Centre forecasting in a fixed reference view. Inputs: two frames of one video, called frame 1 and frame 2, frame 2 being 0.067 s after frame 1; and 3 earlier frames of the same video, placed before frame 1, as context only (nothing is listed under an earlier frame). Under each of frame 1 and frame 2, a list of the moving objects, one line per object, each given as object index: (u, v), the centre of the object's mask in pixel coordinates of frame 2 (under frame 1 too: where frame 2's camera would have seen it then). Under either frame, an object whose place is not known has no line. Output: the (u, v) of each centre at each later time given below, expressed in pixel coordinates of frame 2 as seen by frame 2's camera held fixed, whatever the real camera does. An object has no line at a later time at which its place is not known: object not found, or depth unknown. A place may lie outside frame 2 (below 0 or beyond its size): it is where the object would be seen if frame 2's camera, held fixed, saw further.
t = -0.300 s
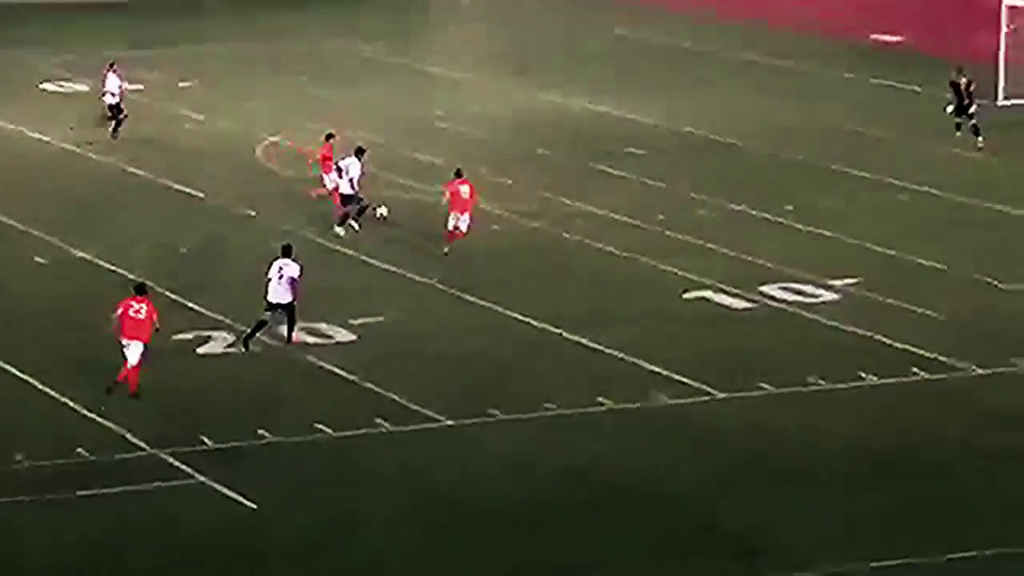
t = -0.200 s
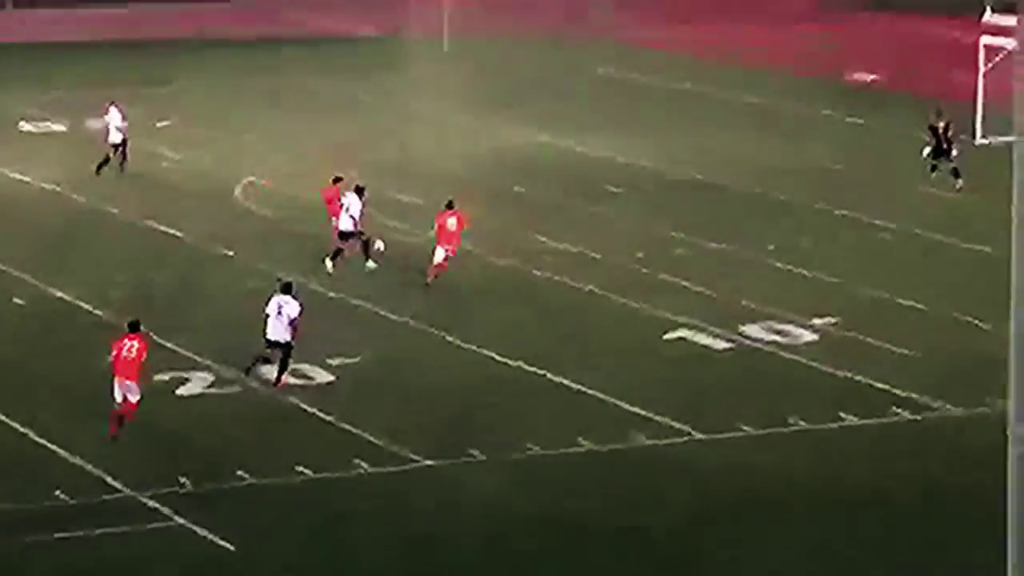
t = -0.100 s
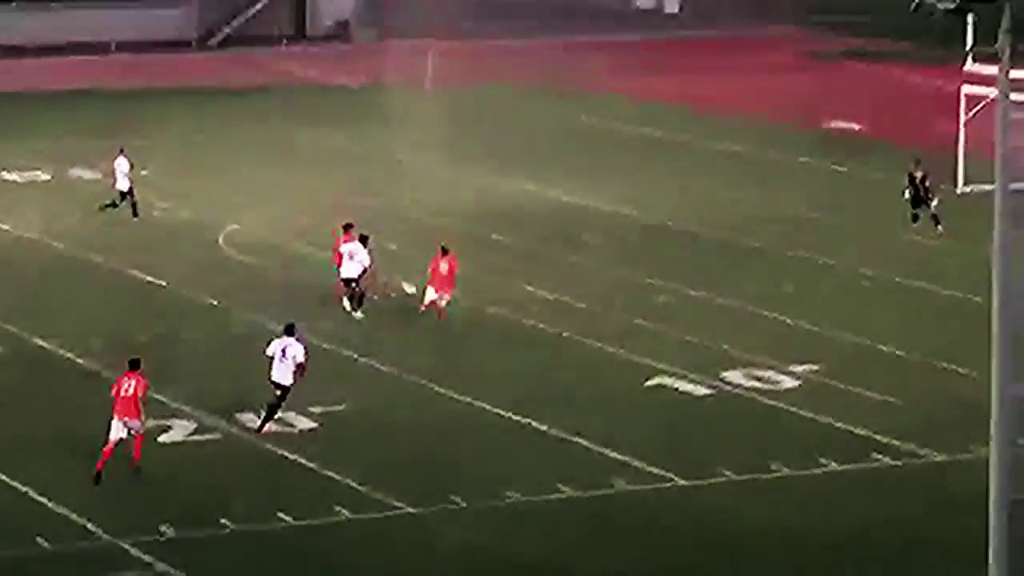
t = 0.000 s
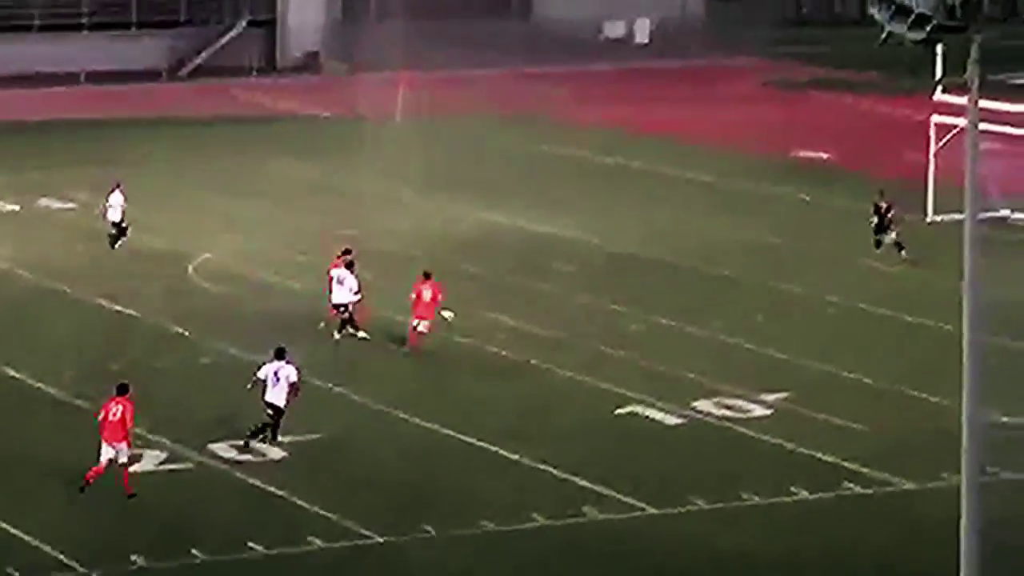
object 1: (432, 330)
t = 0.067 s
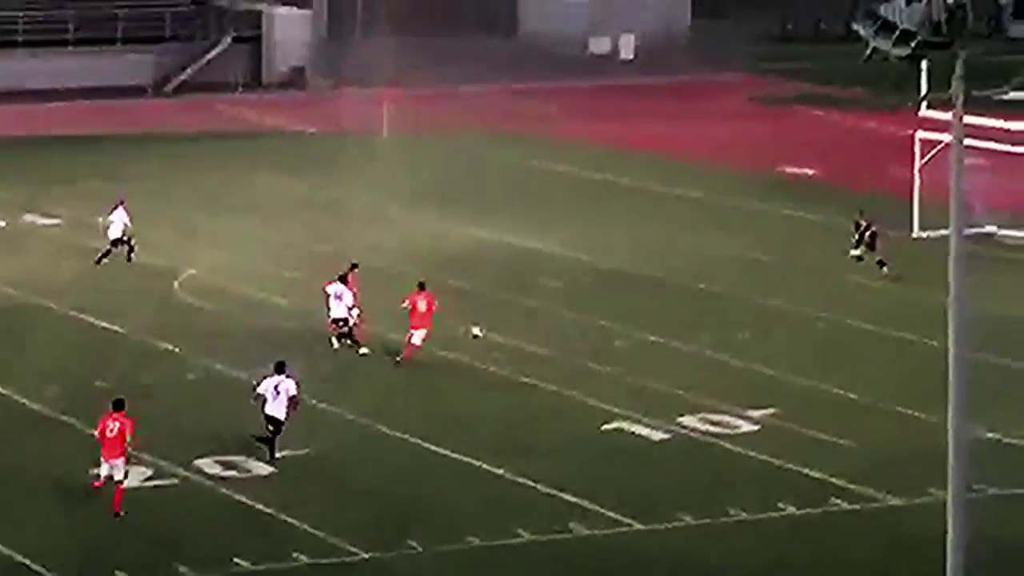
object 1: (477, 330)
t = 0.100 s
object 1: (496, 327)
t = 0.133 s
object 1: (514, 327)
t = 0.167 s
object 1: (533, 324)
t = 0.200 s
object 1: (553, 322)
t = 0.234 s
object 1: (571, 323)
